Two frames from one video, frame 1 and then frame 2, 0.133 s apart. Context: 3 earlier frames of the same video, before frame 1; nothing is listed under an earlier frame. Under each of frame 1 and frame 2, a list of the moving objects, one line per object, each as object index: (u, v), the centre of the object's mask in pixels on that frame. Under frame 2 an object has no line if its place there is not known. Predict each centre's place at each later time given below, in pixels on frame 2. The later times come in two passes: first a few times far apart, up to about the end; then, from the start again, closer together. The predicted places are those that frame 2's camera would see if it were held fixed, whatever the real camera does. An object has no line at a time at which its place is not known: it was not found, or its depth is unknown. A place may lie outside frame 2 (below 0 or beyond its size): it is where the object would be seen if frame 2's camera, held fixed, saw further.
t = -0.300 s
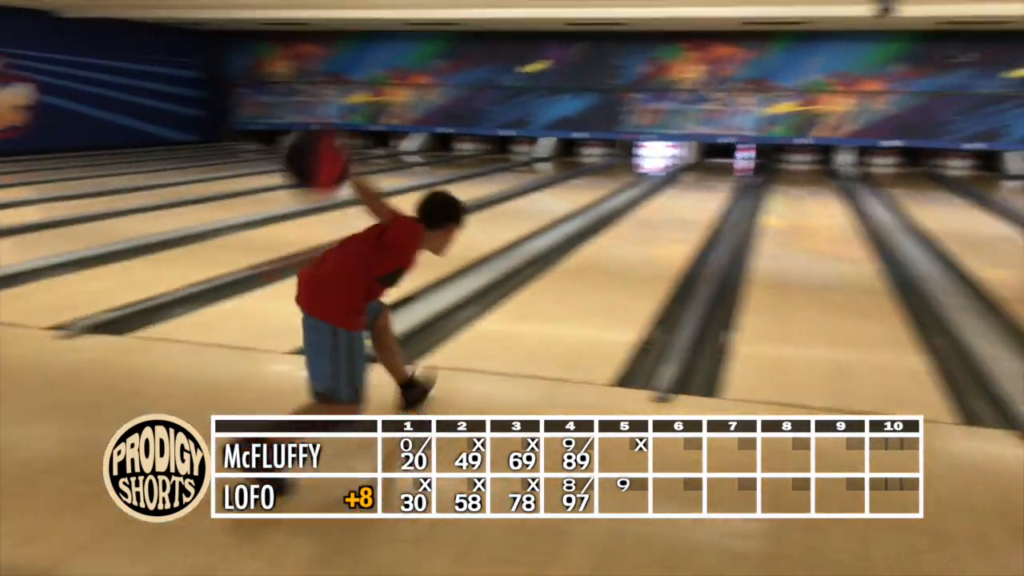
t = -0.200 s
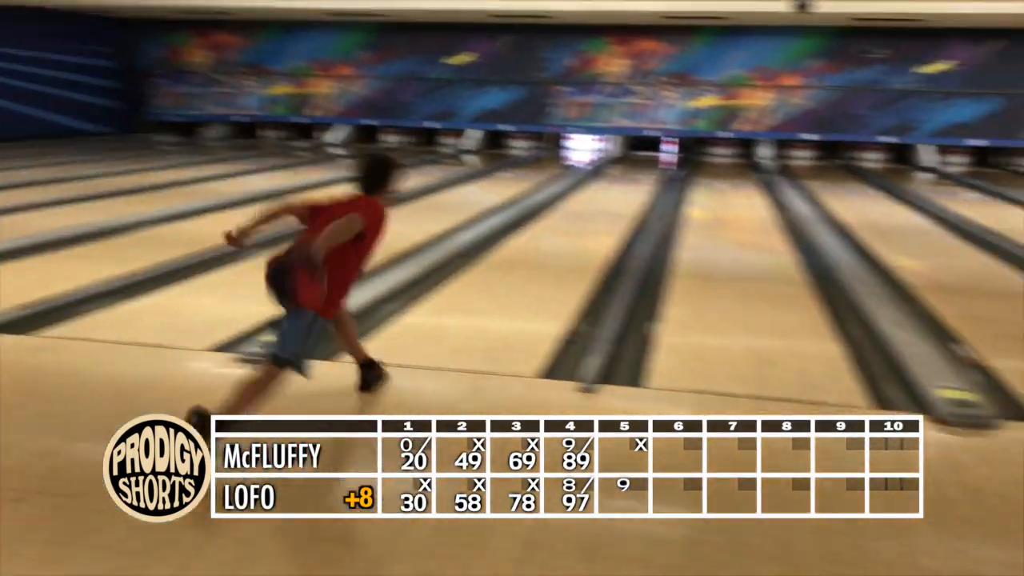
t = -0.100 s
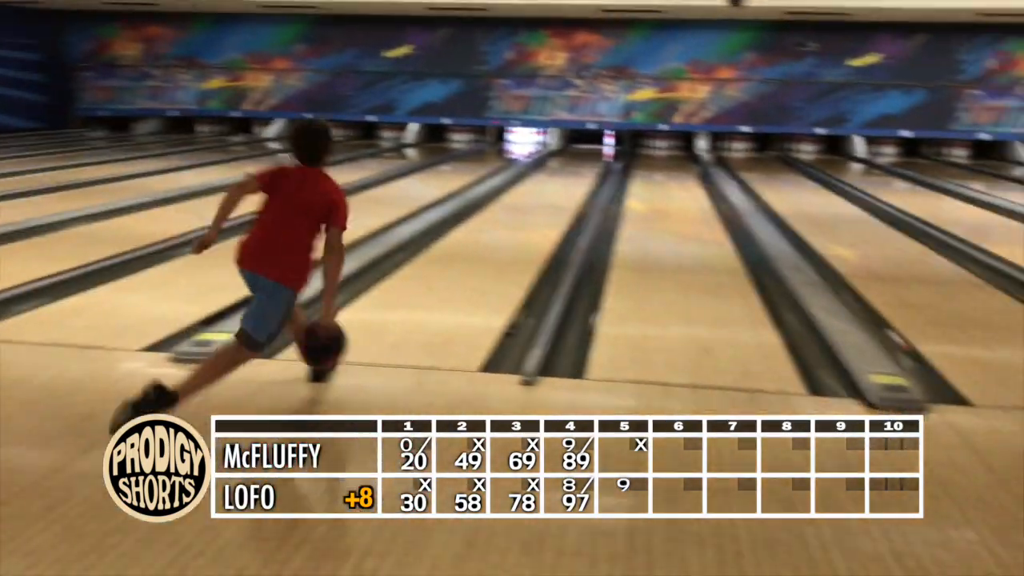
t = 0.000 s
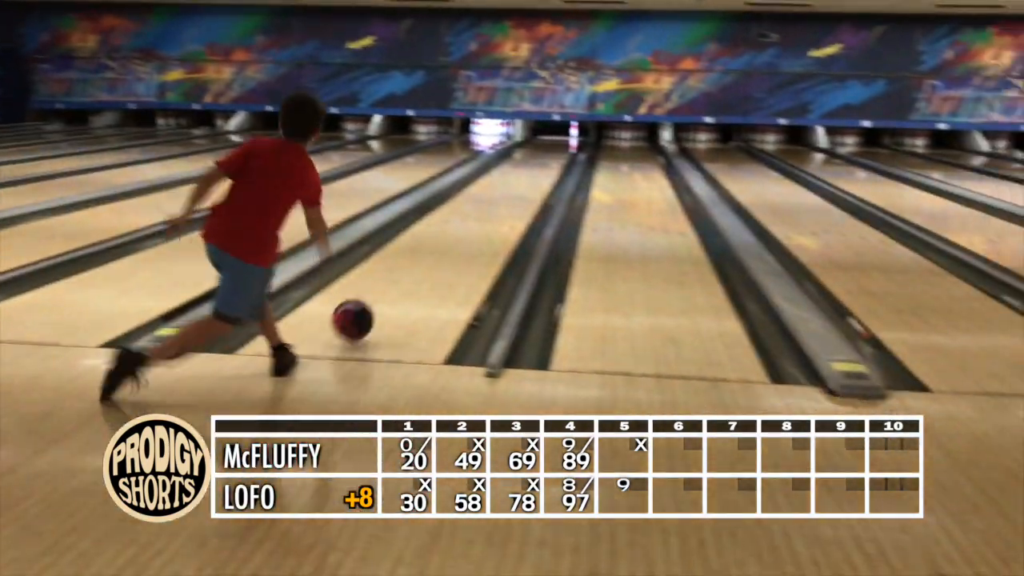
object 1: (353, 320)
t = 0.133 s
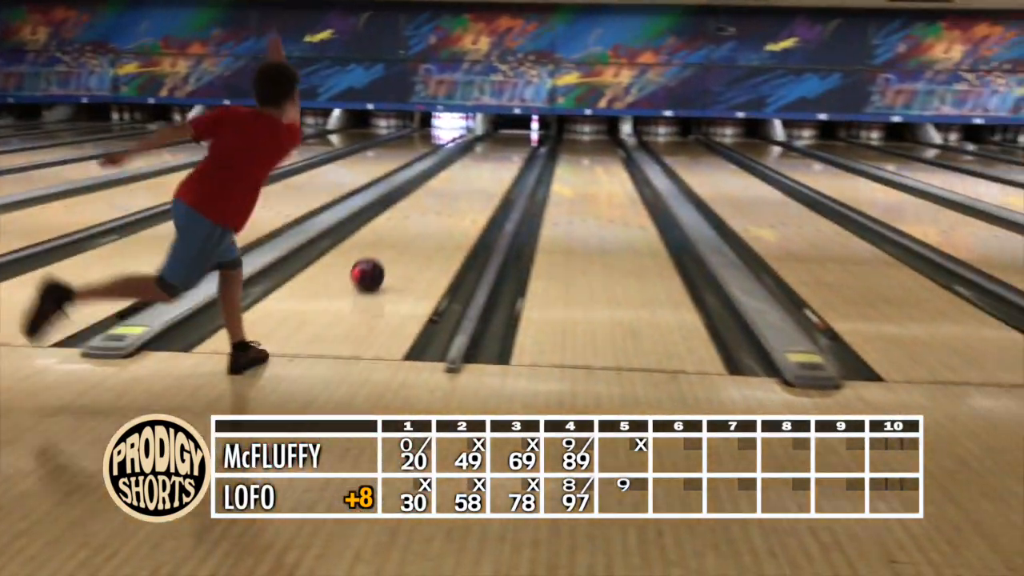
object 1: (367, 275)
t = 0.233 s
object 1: (397, 250)
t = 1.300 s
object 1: (506, 154)
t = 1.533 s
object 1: (516, 144)
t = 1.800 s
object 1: (523, 135)
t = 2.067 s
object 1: (527, 131)
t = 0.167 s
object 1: (378, 265)
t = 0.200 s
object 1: (389, 257)
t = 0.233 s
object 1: (397, 250)
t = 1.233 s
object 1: (503, 157)
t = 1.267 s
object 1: (505, 155)
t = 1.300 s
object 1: (506, 154)
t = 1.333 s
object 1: (508, 152)
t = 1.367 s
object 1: (509, 151)
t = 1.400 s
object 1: (510, 150)
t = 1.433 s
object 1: (511, 149)
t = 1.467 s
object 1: (512, 148)
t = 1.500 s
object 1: (515, 146)
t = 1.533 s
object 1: (516, 144)
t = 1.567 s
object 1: (516, 143)
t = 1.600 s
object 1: (517, 144)
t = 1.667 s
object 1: (520, 140)
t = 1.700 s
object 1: (521, 139)
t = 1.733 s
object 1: (522, 138)
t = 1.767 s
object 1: (523, 137)
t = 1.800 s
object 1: (523, 135)
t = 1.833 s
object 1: (525, 135)
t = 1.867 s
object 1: (525, 134)
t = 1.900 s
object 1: (525, 134)
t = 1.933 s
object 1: (525, 134)
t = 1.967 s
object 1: (526, 134)
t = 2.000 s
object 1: (526, 132)
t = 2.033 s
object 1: (527, 132)
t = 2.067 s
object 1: (527, 131)
